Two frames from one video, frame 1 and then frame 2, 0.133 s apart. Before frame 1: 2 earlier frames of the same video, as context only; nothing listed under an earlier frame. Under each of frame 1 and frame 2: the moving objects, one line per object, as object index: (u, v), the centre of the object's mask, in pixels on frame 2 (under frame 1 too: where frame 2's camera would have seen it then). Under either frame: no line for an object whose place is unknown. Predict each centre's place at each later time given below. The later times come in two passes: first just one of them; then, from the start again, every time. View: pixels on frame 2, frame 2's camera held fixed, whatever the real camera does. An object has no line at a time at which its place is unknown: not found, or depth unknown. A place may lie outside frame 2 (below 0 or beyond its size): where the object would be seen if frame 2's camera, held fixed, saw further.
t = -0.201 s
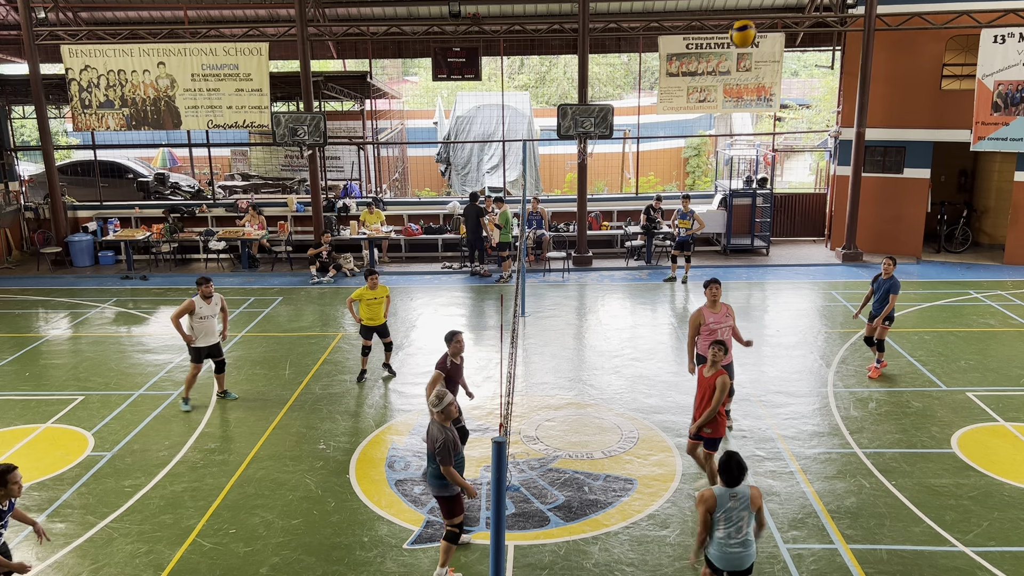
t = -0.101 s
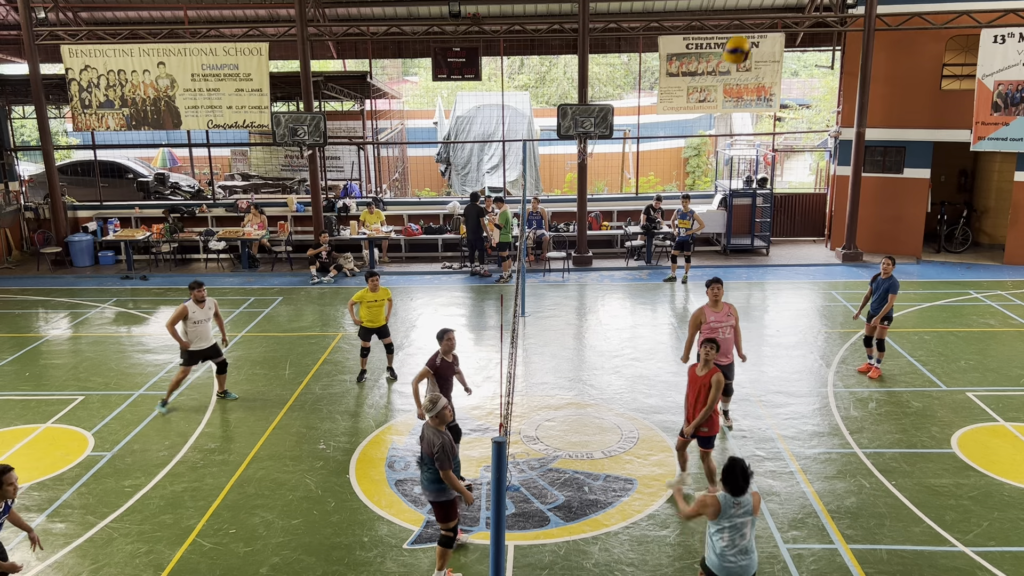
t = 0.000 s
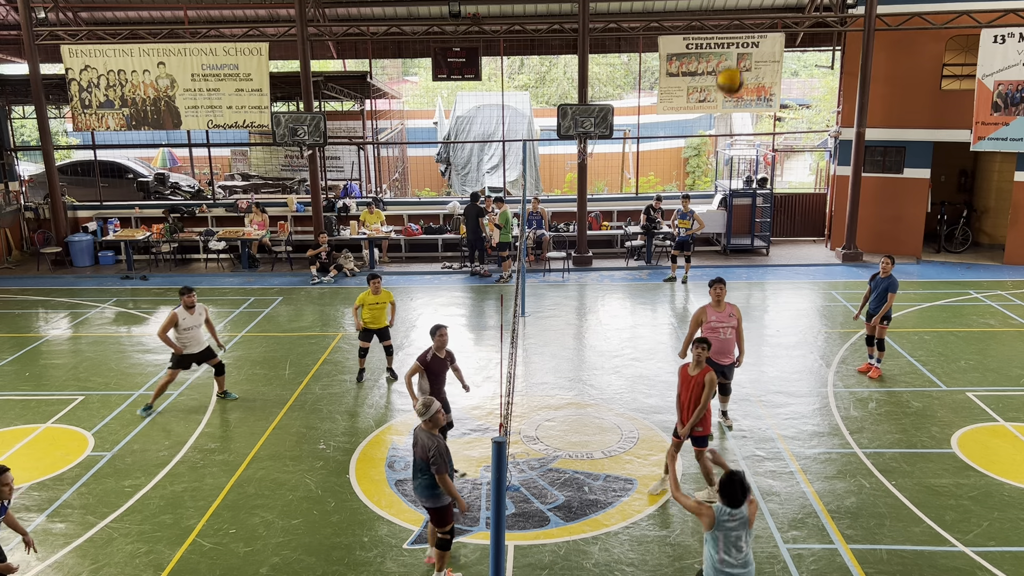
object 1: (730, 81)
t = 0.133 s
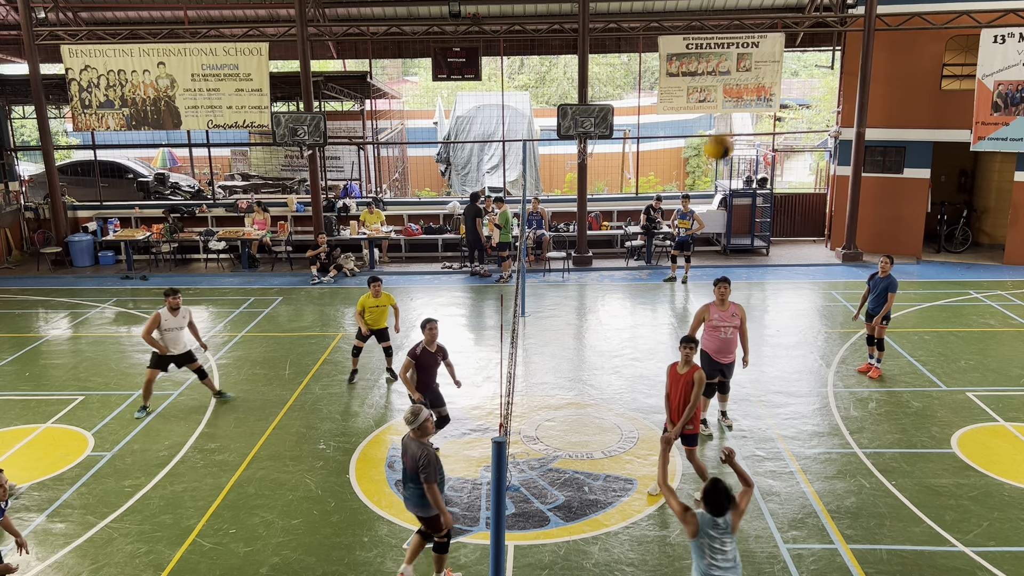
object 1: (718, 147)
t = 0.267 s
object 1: (706, 243)
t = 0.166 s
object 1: (715, 168)
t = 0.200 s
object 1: (712, 191)
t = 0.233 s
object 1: (709, 217)
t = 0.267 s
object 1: (706, 243)
